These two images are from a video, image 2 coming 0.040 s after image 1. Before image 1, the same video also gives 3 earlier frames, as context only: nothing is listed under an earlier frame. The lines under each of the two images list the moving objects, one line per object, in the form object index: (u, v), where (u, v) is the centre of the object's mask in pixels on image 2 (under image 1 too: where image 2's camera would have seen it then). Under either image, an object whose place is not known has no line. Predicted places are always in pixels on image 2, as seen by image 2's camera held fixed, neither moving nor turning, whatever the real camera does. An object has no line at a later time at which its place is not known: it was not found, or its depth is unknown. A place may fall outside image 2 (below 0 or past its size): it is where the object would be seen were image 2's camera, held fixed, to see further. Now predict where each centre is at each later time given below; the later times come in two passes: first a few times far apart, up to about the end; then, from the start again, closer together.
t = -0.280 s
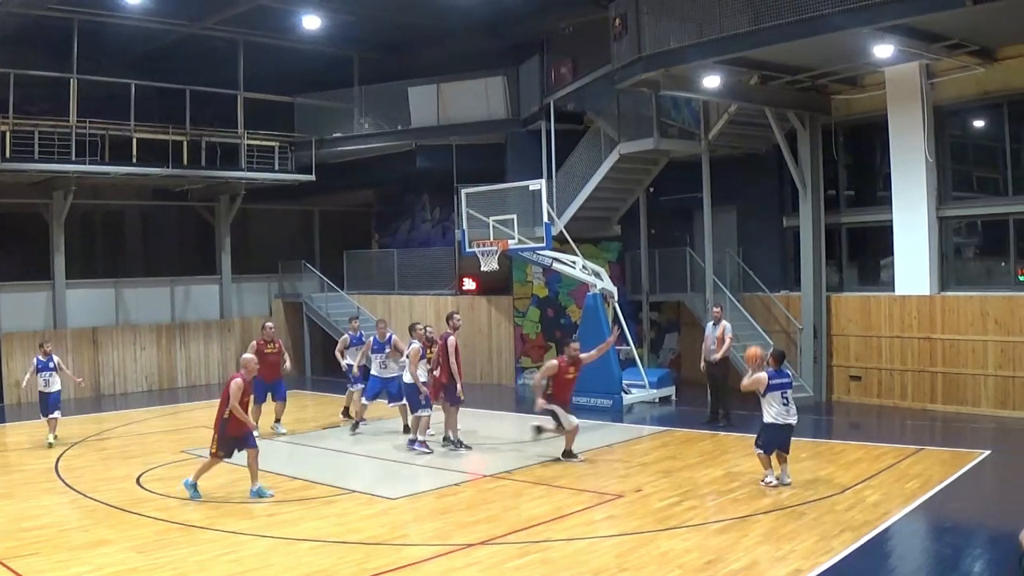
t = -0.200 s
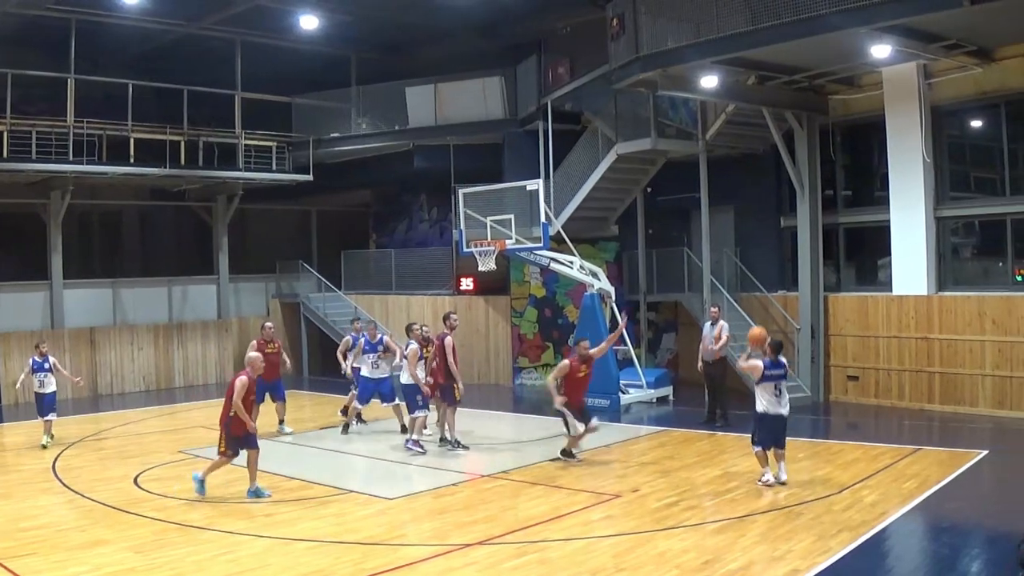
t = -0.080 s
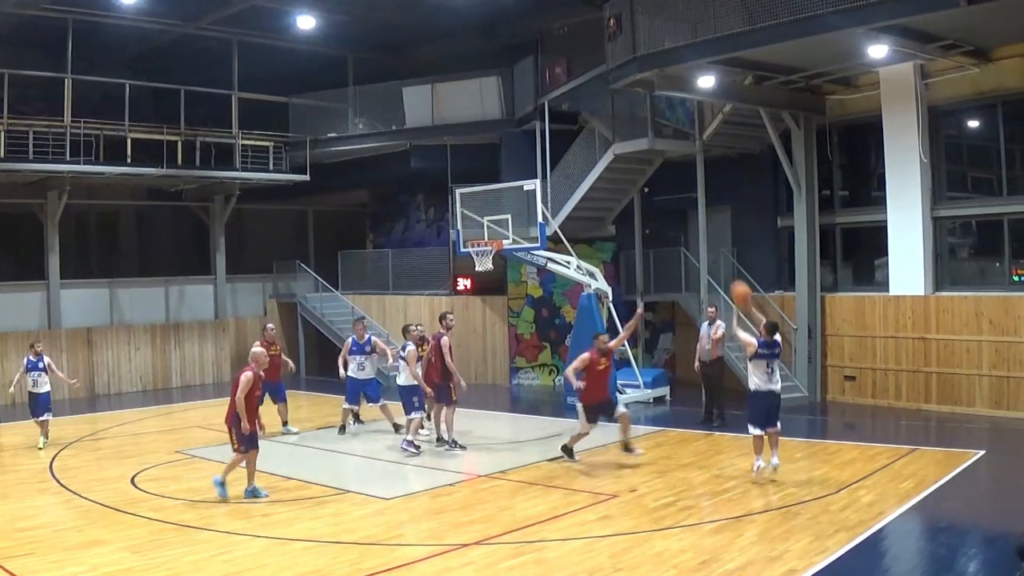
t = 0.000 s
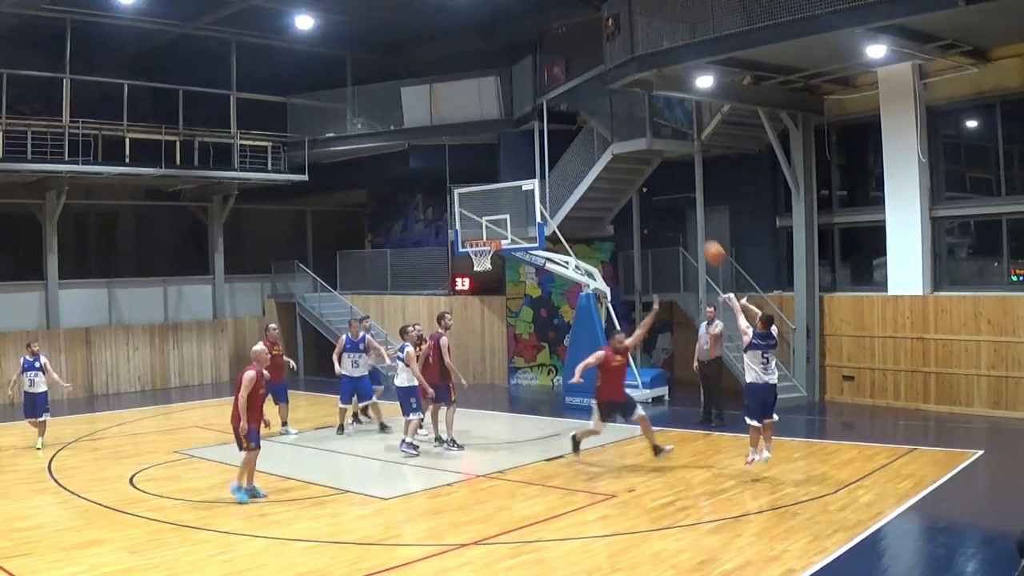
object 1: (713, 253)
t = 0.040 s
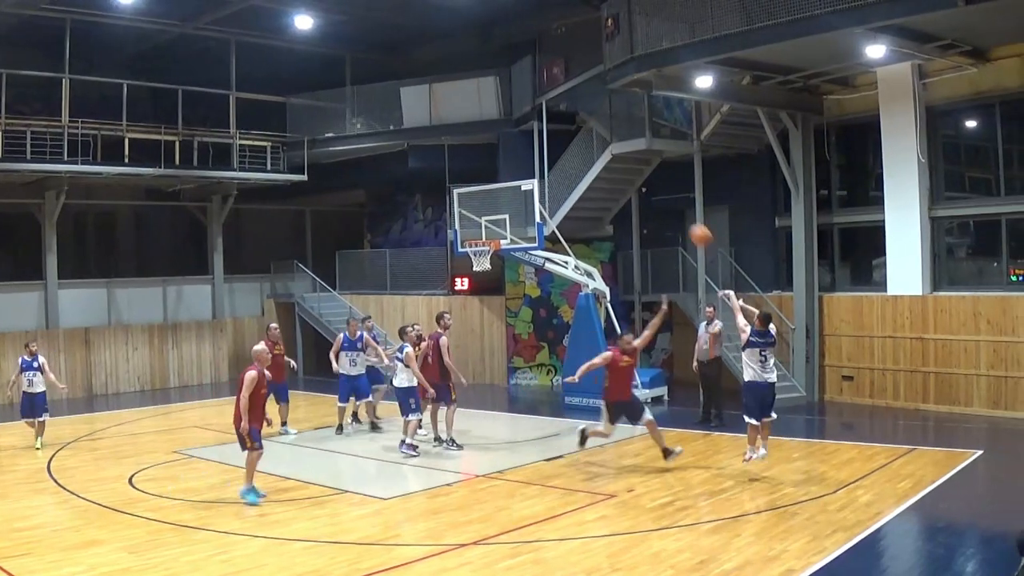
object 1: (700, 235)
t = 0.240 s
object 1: (640, 173)
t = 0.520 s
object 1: (572, 143)
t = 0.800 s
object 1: (518, 168)
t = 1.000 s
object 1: (486, 213)
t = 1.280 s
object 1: (491, 258)
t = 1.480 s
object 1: (492, 275)
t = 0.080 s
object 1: (687, 219)
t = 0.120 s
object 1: (675, 206)
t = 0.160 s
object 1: (663, 193)
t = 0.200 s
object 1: (652, 182)
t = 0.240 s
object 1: (640, 173)
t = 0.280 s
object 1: (630, 164)
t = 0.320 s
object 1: (619, 157)
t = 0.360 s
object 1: (608, 152)
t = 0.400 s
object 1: (599, 147)
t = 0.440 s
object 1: (590, 145)
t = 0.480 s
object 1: (581, 144)
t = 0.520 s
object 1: (572, 143)
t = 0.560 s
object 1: (564, 143)
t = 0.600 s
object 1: (556, 145)
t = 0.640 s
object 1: (548, 147)
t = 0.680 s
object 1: (540, 151)
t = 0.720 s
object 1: (532, 156)
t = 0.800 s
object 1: (518, 168)
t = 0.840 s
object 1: (512, 175)
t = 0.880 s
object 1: (505, 183)
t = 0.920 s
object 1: (498, 194)
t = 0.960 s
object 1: (491, 202)
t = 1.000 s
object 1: (486, 213)
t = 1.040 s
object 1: (479, 225)
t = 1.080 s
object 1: (474, 236)
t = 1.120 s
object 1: (475, 242)
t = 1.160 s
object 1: (483, 248)
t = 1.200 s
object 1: (487, 256)
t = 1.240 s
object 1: (489, 257)
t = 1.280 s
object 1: (491, 258)
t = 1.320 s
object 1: (492, 260)
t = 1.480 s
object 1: (492, 275)
